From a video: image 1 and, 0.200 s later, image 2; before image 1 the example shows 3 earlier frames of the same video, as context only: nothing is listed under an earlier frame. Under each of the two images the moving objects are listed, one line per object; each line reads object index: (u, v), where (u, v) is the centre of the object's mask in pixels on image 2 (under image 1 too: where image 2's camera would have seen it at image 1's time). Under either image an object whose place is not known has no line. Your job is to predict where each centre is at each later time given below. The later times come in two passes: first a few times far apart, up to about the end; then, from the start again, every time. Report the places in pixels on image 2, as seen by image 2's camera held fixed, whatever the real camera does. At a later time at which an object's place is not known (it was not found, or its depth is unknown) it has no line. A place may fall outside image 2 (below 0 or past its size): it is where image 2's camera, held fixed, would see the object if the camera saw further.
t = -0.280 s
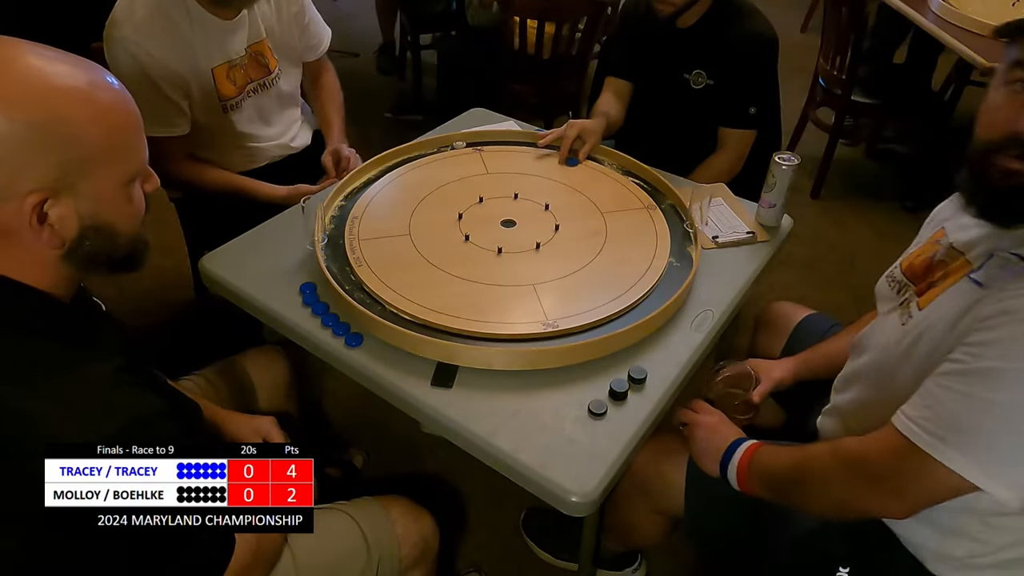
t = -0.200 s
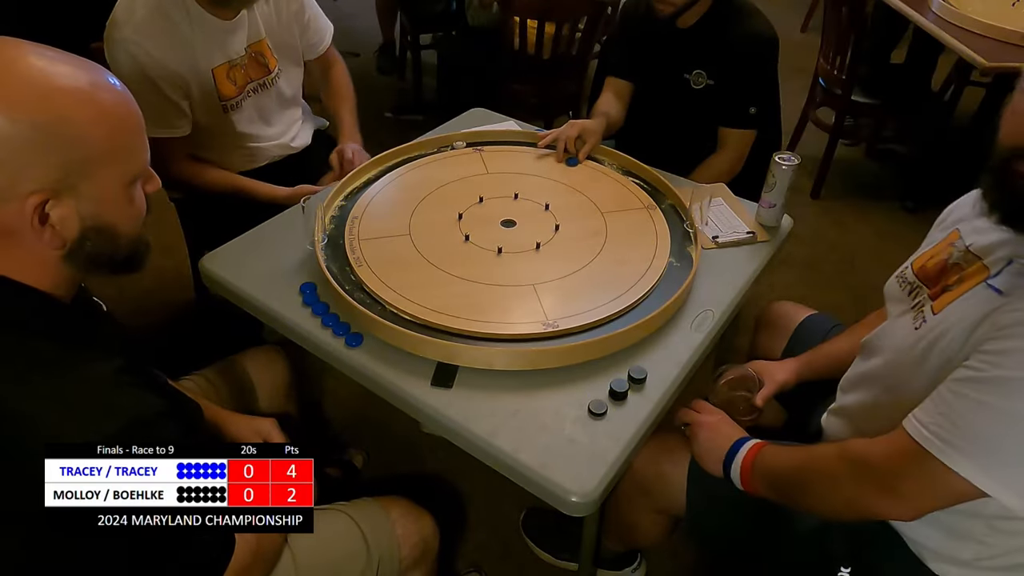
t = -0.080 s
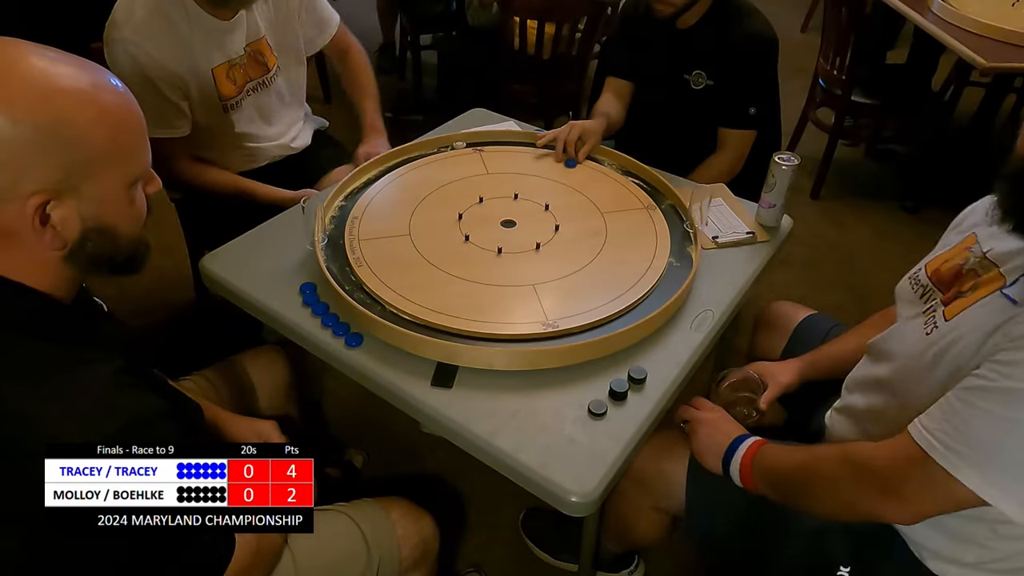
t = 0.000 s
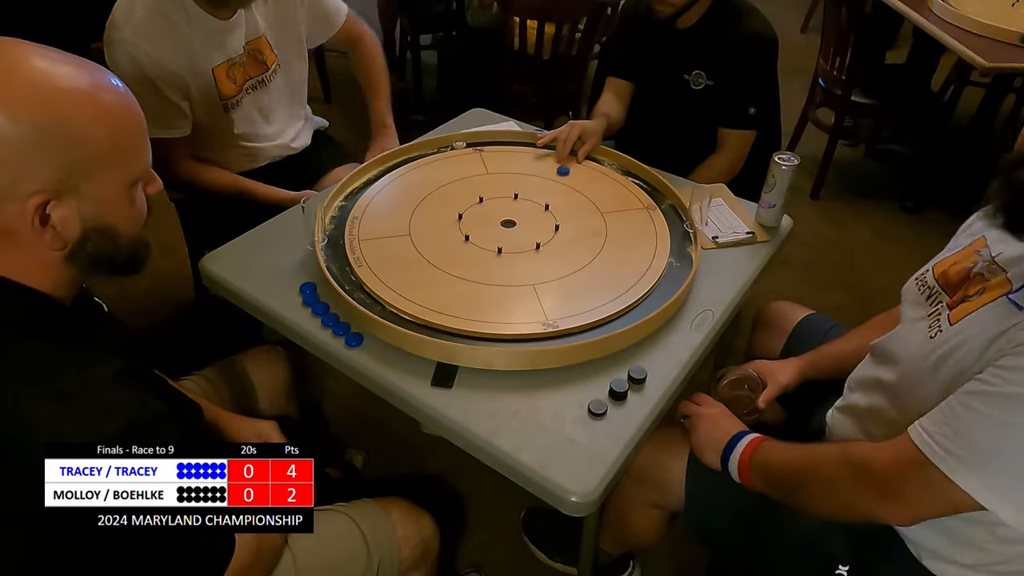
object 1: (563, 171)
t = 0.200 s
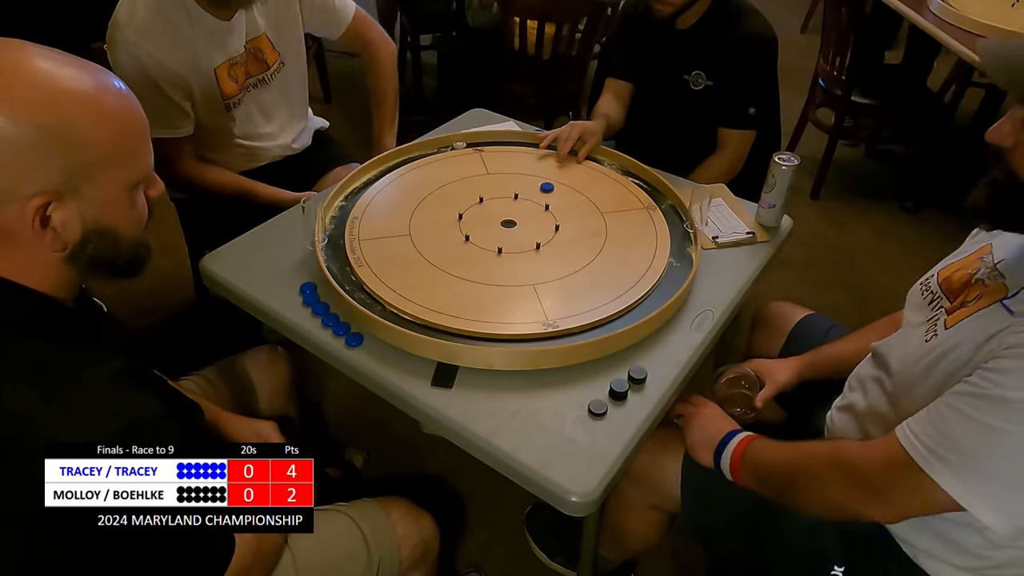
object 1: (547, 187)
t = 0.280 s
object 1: (542, 192)
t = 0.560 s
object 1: (526, 206)
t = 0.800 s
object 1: (520, 210)
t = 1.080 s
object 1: (519, 210)
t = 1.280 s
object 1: (519, 210)
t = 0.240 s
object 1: (544, 190)
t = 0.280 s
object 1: (542, 192)
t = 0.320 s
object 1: (539, 195)
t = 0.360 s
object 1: (536, 197)
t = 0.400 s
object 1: (533, 200)
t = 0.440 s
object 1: (532, 201)
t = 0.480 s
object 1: (530, 202)
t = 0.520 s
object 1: (528, 204)
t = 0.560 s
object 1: (526, 206)
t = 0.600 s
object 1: (525, 207)
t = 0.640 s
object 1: (524, 208)
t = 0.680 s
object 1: (523, 209)
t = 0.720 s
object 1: (521, 209)
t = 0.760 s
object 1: (521, 210)
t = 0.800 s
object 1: (520, 210)
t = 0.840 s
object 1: (520, 210)
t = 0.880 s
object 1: (519, 210)
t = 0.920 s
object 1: (519, 210)
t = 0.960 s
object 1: (519, 210)
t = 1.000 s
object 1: (519, 210)
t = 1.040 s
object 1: (519, 210)
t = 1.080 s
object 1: (519, 210)
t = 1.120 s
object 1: (519, 210)
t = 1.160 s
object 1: (519, 210)
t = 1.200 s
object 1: (519, 210)
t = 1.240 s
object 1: (519, 210)
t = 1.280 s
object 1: (519, 210)
